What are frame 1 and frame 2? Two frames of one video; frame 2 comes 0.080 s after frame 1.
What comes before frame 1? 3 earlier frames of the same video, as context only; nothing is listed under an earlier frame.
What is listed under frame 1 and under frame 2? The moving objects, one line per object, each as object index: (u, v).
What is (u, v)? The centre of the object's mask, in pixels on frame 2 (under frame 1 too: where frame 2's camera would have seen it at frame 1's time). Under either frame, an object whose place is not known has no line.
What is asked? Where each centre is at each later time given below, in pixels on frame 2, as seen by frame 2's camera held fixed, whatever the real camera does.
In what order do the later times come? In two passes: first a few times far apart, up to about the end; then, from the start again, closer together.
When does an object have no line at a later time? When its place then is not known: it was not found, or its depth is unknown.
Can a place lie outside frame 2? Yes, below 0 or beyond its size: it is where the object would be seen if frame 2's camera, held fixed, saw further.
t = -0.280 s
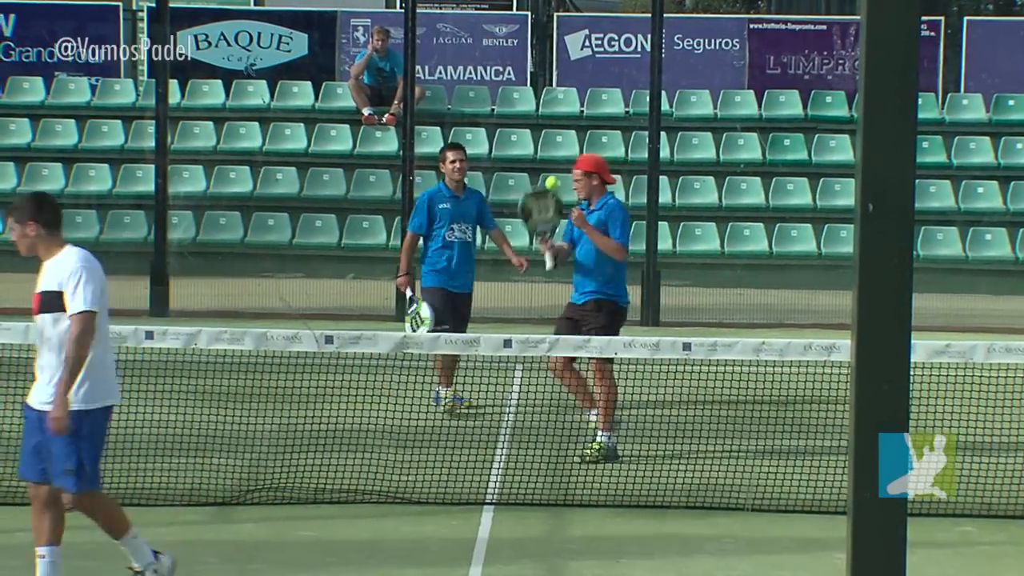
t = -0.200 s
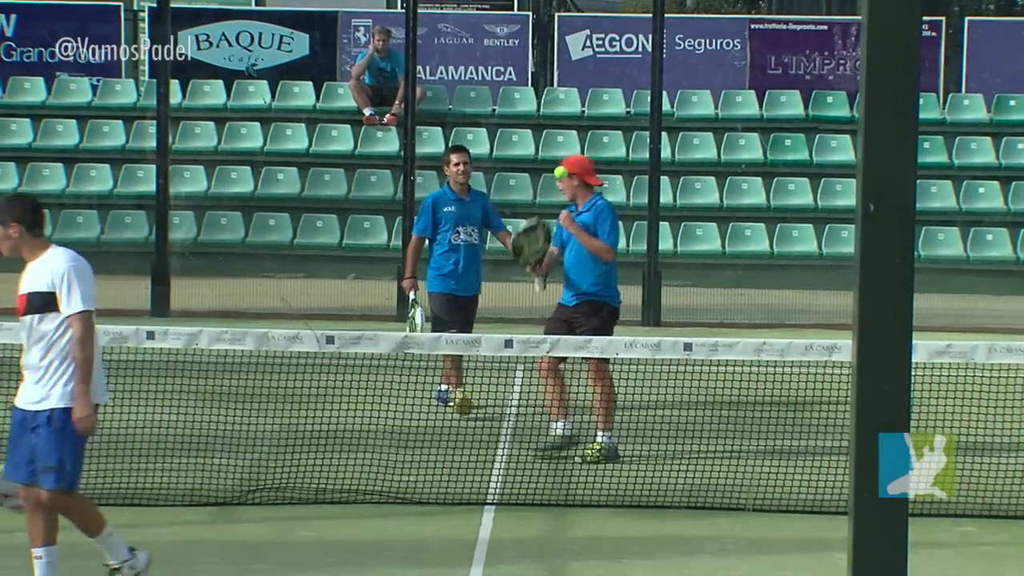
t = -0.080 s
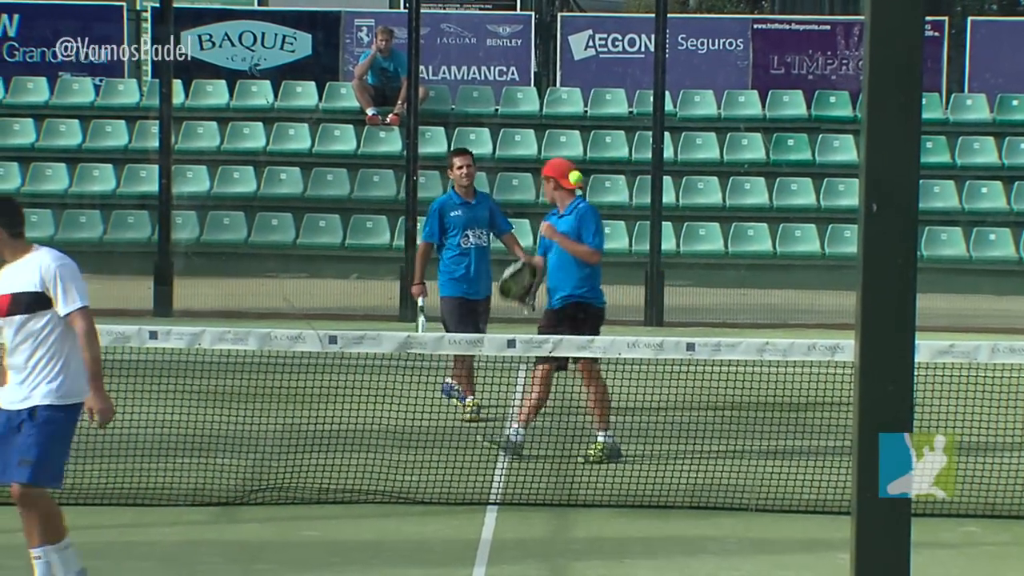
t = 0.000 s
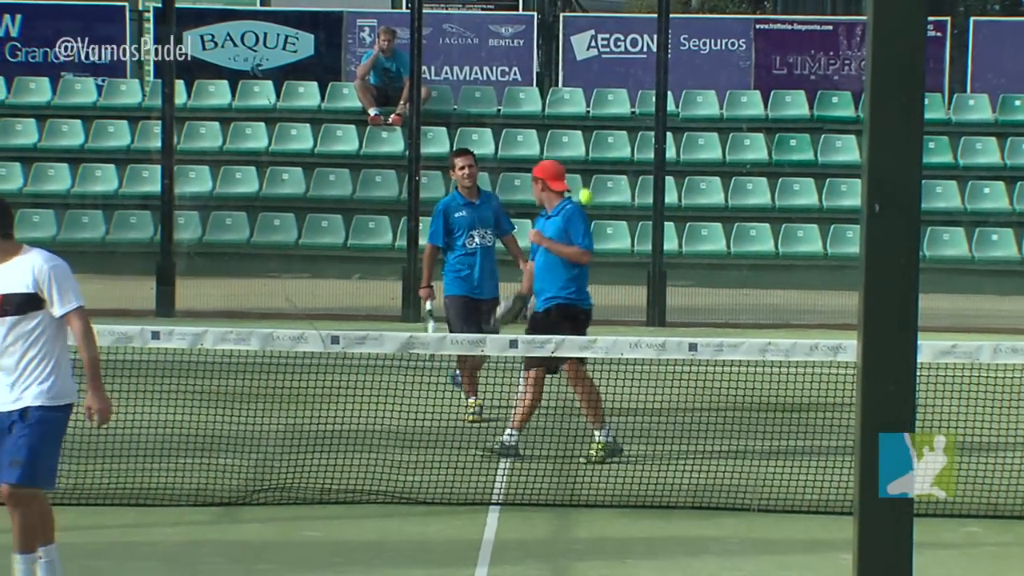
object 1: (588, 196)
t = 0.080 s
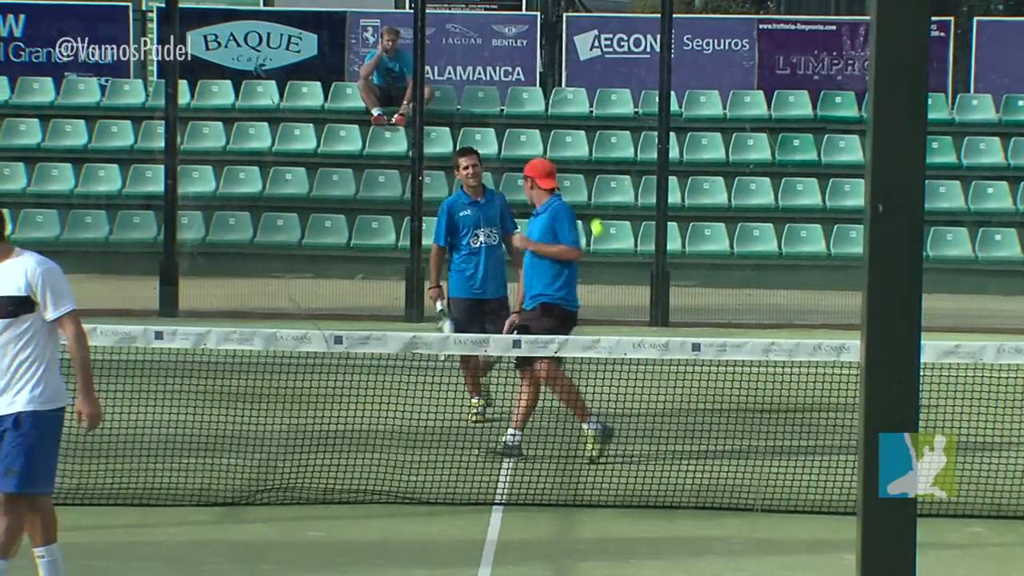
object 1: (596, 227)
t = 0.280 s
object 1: (621, 369)
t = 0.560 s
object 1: (650, 496)
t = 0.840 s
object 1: (665, 374)
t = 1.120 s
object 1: (677, 437)
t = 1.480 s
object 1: (695, 567)
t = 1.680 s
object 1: (708, 517)
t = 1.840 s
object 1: (718, 549)
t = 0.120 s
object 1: (602, 250)
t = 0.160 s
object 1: (606, 273)
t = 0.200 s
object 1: (610, 303)
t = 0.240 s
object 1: (614, 332)
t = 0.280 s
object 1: (621, 369)
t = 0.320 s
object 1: (625, 411)
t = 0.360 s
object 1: (631, 457)
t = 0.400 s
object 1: (636, 505)
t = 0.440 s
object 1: (641, 557)
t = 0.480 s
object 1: (645, 561)
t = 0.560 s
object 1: (650, 496)
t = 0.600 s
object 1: (651, 467)
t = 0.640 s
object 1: (654, 443)
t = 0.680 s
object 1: (656, 422)
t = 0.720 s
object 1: (659, 404)
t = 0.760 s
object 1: (661, 390)
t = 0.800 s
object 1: (663, 380)
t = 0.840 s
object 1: (665, 374)
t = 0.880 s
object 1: (667, 372)
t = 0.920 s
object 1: (669, 372)
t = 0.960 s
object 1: (670, 377)
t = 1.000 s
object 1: (672, 386)
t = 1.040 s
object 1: (674, 400)
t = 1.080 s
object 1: (675, 417)
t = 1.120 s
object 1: (677, 437)
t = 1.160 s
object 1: (679, 462)
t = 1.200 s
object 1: (680, 493)
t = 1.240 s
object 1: (681, 524)
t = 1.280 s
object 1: (682, 561)
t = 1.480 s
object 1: (695, 567)
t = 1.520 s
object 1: (698, 551)
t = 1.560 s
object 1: (700, 537)
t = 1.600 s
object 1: (703, 526)
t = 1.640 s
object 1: (706, 520)
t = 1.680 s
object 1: (708, 517)
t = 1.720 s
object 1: (711, 519)
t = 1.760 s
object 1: (713, 525)
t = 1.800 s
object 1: (716, 535)
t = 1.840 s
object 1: (718, 549)
